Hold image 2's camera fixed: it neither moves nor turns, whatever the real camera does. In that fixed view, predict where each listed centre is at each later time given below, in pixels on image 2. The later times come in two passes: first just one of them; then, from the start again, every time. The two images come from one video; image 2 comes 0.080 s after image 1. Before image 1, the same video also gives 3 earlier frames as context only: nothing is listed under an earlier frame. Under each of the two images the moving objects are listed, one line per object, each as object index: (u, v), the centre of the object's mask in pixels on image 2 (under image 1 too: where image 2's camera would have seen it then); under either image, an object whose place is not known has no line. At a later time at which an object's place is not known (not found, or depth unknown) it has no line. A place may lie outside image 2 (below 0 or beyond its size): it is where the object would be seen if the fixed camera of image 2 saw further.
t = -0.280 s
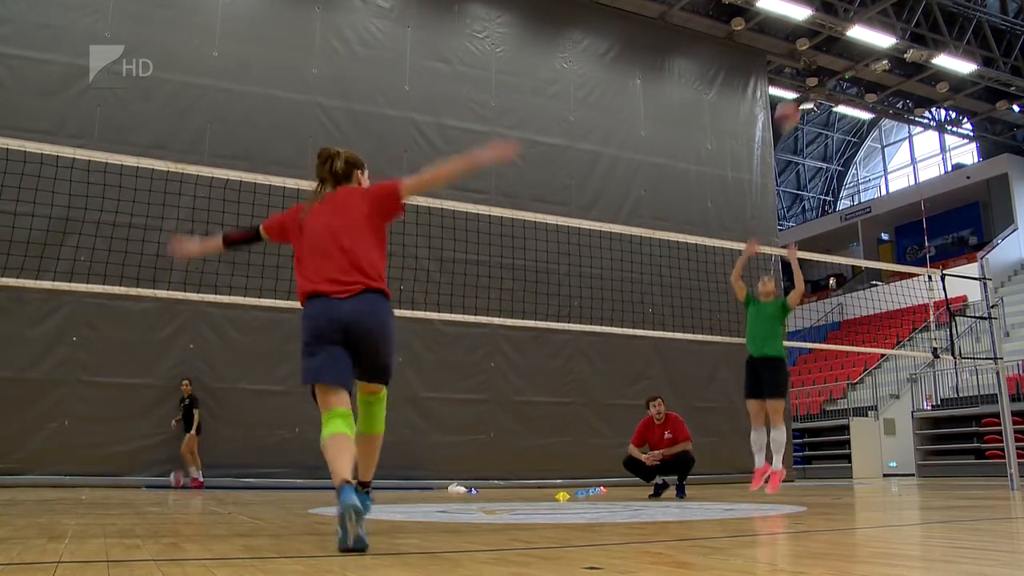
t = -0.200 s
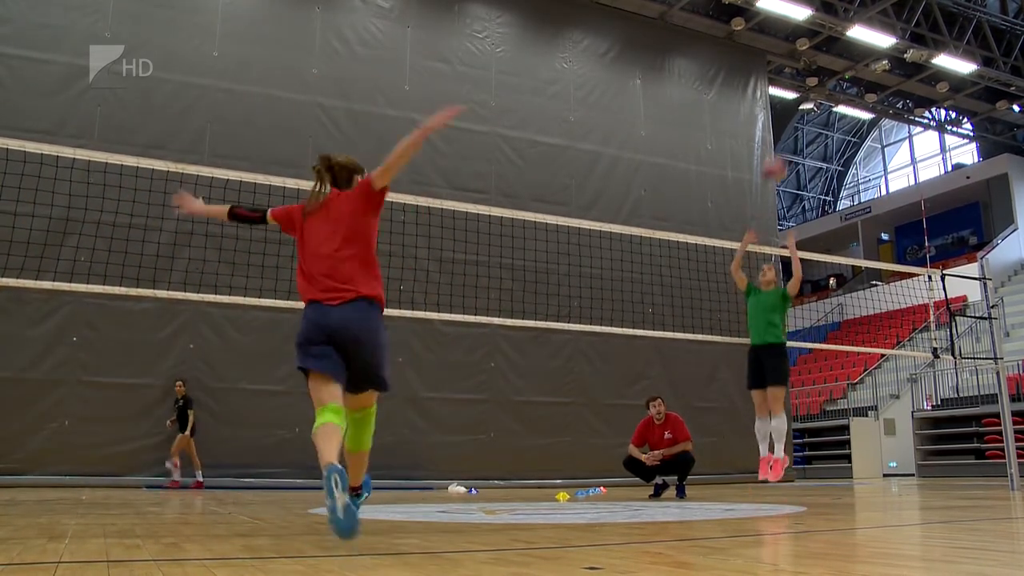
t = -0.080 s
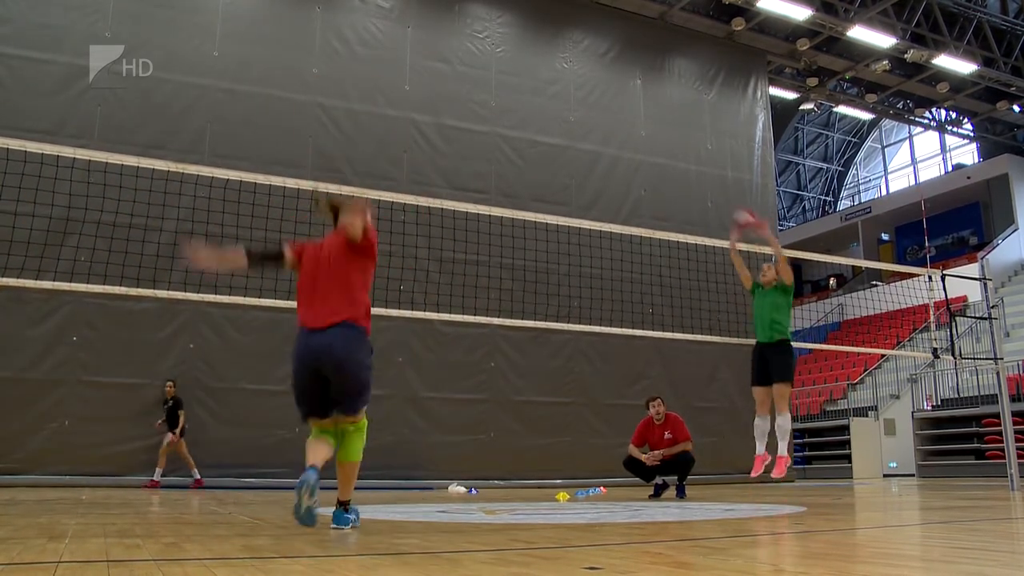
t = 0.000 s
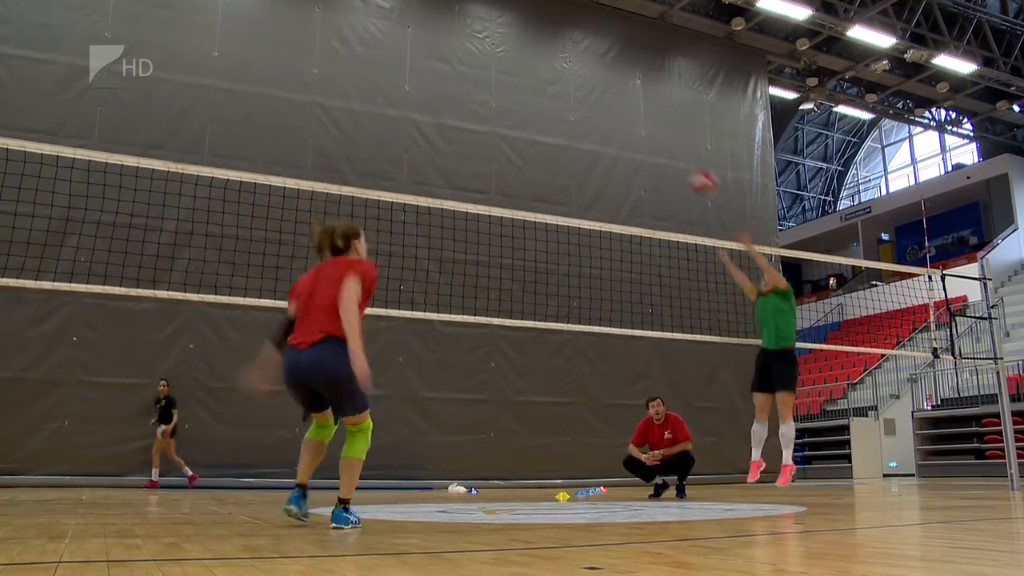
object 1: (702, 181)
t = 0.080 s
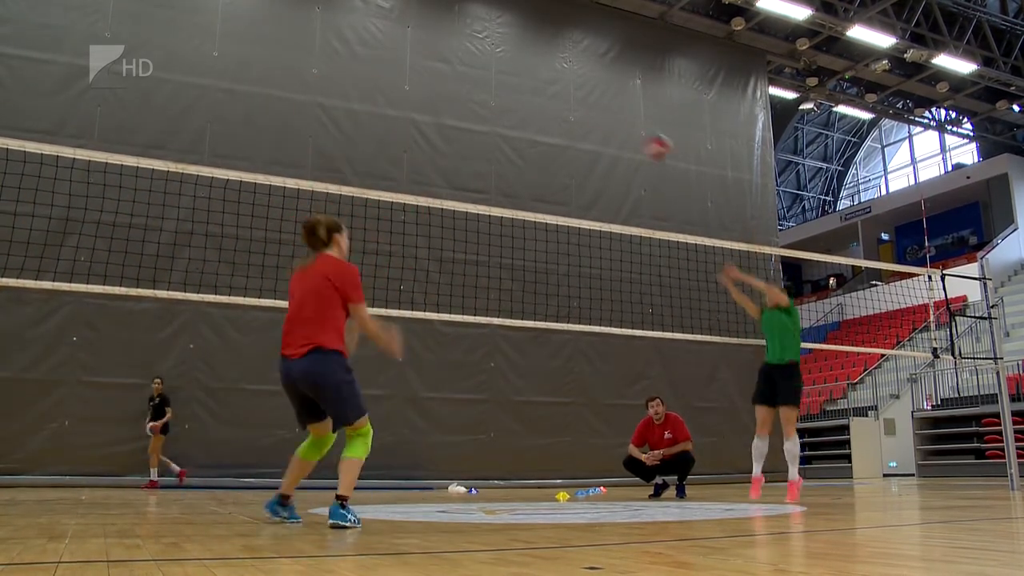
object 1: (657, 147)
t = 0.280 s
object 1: (534, 91)
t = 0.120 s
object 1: (635, 132)
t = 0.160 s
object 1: (610, 119)
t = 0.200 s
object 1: (584, 109)
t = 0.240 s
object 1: (560, 99)
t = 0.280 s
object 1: (534, 91)
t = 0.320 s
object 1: (508, 85)
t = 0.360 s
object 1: (481, 82)
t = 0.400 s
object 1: (454, 80)
